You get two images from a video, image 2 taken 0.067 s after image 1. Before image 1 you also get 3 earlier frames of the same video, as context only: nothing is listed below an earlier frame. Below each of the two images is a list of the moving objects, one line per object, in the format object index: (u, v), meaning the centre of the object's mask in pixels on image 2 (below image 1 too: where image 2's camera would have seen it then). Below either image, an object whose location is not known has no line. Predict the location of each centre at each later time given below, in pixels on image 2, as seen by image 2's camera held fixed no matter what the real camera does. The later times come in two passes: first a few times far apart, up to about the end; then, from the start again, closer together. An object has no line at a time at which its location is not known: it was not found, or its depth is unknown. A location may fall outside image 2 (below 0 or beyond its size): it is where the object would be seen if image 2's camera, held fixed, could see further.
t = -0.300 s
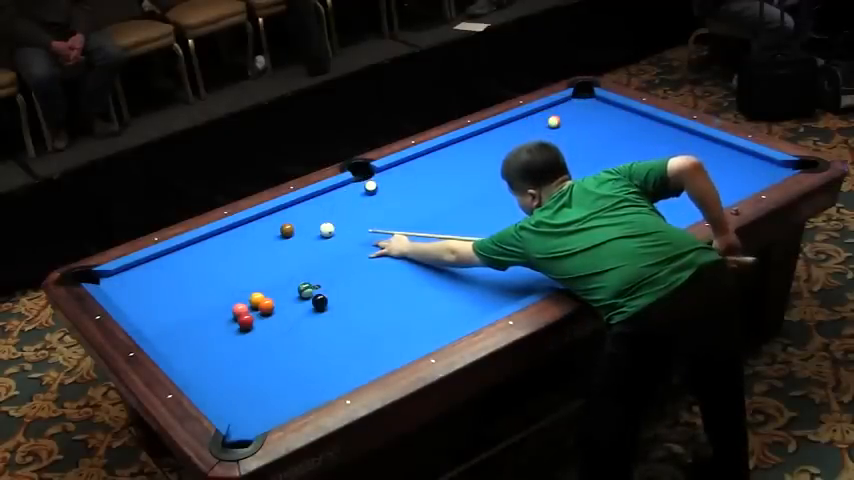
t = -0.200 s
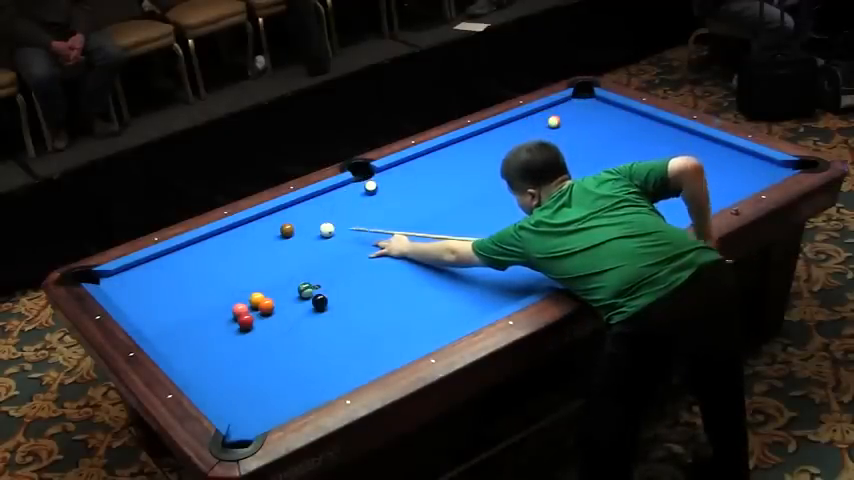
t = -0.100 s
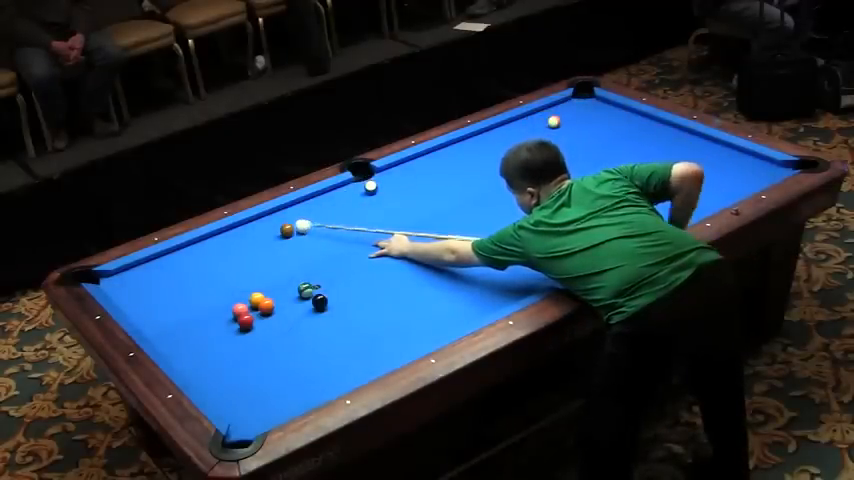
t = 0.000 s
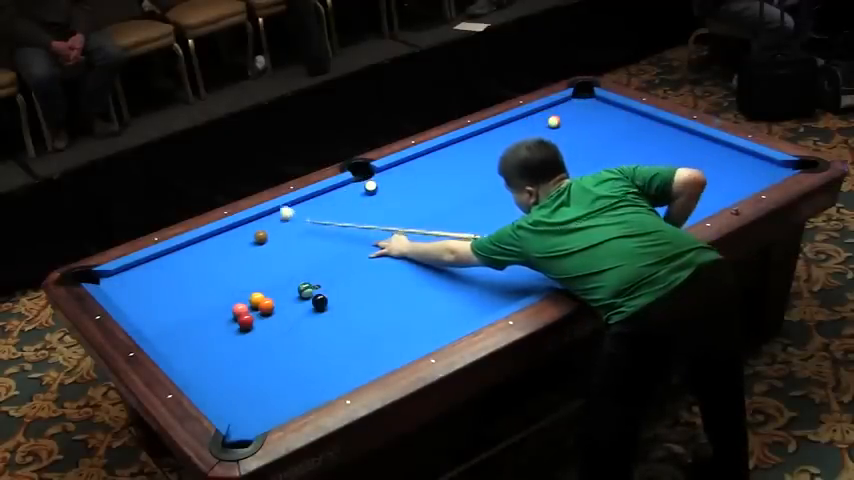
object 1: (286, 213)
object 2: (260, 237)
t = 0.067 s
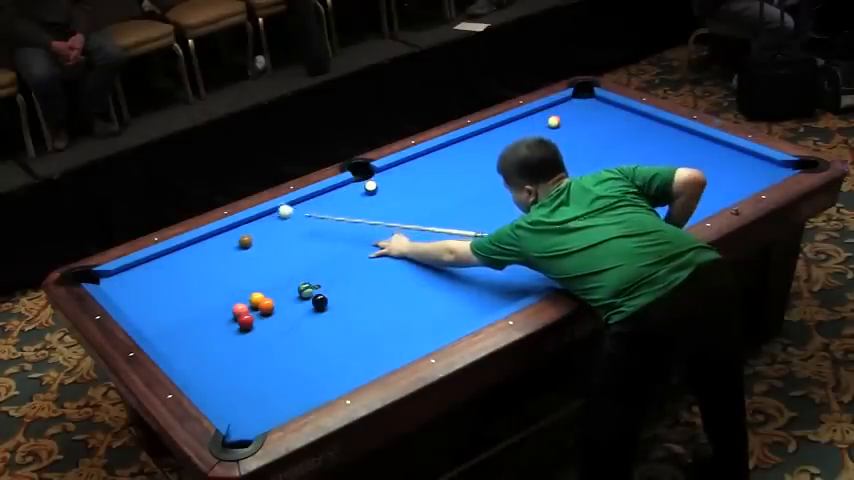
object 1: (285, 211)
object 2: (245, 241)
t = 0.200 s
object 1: (305, 221)
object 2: (217, 248)
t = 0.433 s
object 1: (338, 235)
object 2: (170, 261)
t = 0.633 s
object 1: (367, 248)
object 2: (129, 271)
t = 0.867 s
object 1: (402, 264)
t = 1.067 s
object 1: (434, 279)
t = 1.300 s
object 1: (472, 295)
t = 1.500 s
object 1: (494, 303)
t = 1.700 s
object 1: (481, 293)
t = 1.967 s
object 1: (463, 279)
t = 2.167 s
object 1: (451, 269)
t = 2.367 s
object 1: (440, 260)
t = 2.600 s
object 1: (428, 250)
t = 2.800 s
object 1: (418, 242)
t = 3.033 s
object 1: (407, 234)
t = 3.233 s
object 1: (399, 227)
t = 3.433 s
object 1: (391, 221)
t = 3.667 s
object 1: (383, 214)
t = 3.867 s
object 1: (376, 208)
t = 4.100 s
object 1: (369, 202)
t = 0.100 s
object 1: (291, 214)
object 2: (238, 243)
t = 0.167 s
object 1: (301, 218)
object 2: (224, 247)
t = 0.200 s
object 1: (305, 221)
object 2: (217, 248)
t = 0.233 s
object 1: (310, 223)
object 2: (210, 251)
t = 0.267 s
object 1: (315, 225)
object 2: (203, 252)
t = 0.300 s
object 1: (319, 227)
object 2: (197, 254)
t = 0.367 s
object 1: (328, 231)
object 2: (183, 257)
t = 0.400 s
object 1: (333, 233)
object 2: (176, 259)
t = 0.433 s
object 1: (338, 235)
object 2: (170, 261)
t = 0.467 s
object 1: (343, 237)
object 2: (163, 263)
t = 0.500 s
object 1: (348, 239)
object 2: (156, 264)
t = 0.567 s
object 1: (357, 244)
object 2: (143, 267)
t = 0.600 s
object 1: (362, 246)
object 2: (136, 269)
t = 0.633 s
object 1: (367, 248)
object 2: (129, 271)
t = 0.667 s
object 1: (372, 251)
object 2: (123, 273)
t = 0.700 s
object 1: (377, 253)
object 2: (117, 275)
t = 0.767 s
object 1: (387, 257)
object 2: (103, 278)
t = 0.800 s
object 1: (392, 260)
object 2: (97, 278)
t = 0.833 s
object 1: (397, 262)
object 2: (91, 280)
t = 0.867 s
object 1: (402, 264)
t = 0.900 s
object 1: (408, 267)
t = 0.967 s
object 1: (418, 271)
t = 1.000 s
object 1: (423, 274)
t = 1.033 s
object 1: (429, 276)
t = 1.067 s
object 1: (434, 279)
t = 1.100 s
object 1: (439, 281)
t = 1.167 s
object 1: (450, 285)
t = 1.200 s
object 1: (456, 288)
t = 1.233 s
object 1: (461, 291)
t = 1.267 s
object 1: (467, 293)
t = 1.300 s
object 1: (472, 295)
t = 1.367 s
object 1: (483, 301)
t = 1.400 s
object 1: (488, 303)
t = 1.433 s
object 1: (494, 304)
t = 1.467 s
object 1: (497, 304)
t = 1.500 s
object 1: (494, 303)
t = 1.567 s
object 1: (490, 300)
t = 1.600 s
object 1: (487, 298)
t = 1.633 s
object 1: (485, 296)
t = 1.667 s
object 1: (483, 295)
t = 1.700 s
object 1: (481, 293)
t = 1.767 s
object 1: (476, 289)
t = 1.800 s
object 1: (474, 287)
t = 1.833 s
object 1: (472, 285)
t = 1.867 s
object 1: (470, 284)
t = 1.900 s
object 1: (468, 282)
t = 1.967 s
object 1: (463, 279)
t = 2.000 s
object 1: (461, 277)
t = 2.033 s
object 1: (459, 275)
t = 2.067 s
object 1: (457, 274)
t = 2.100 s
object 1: (455, 272)
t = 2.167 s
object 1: (451, 269)
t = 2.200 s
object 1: (449, 267)
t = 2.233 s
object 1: (447, 266)
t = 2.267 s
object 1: (445, 264)
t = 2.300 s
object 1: (444, 263)
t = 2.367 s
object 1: (440, 260)
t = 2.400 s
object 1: (438, 258)
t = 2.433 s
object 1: (436, 257)
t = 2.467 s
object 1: (435, 256)
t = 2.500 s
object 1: (433, 254)
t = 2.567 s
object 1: (430, 251)
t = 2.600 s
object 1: (428, 250)
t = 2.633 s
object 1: (426, 249)
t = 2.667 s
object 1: (425, 247)
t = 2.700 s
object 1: (423, 246)
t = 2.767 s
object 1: (419, 243)
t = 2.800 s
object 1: (418, 242)
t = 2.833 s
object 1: (416, 241)
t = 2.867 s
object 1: (415, 240)
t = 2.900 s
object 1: (413, 239)
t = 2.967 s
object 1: (410, 236)
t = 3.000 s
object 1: (409, 235)
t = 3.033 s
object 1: (407, 234)
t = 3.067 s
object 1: (406, 233)
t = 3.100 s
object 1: (404, 231)
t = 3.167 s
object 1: (402, 229)
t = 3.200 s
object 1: (400, 228)
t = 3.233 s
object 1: (399, 227)
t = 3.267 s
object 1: (398, 226)
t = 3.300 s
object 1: (396, 225)
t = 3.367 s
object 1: (394, 223)
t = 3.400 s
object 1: (393, 221)
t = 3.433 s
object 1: (391, 221)
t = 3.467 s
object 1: (390, 219)
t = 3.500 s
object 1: (389, 218)
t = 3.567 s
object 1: (386, 217)
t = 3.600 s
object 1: (385, 216)
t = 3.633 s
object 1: (384, 215)
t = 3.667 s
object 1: (383, 214)
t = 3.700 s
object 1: (382, 213)
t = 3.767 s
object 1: (379, 211)
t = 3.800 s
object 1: (378, 210)
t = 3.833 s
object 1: (377, 209)
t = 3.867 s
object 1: (376, 208)
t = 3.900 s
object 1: (375, 207)
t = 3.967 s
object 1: (373, 205)
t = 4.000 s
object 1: (372, 205)
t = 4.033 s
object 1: (371, 204)
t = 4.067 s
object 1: (370, 203)
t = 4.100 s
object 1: (369, 202)
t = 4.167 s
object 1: (367, 201)
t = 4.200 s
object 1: (366, 200)
